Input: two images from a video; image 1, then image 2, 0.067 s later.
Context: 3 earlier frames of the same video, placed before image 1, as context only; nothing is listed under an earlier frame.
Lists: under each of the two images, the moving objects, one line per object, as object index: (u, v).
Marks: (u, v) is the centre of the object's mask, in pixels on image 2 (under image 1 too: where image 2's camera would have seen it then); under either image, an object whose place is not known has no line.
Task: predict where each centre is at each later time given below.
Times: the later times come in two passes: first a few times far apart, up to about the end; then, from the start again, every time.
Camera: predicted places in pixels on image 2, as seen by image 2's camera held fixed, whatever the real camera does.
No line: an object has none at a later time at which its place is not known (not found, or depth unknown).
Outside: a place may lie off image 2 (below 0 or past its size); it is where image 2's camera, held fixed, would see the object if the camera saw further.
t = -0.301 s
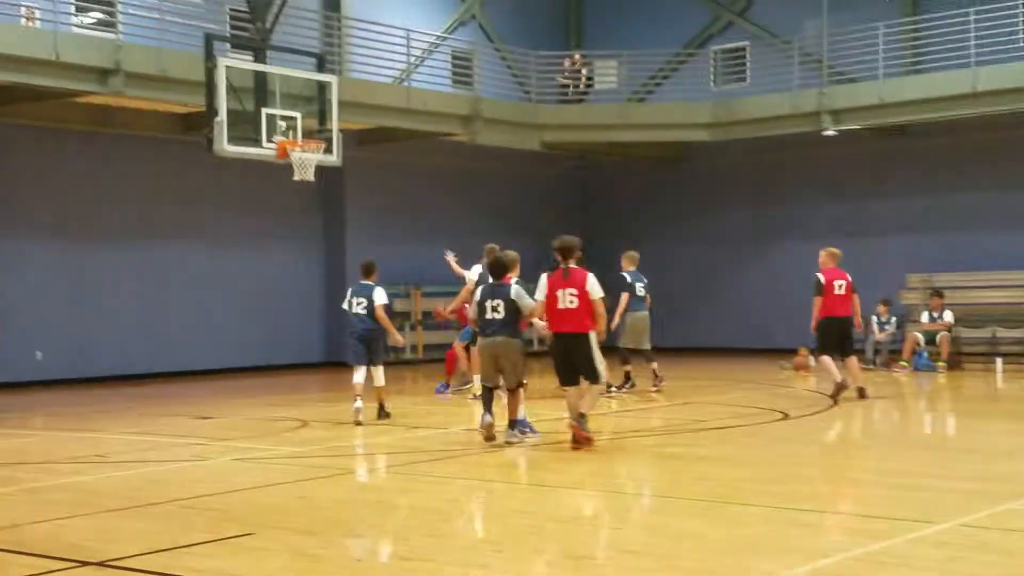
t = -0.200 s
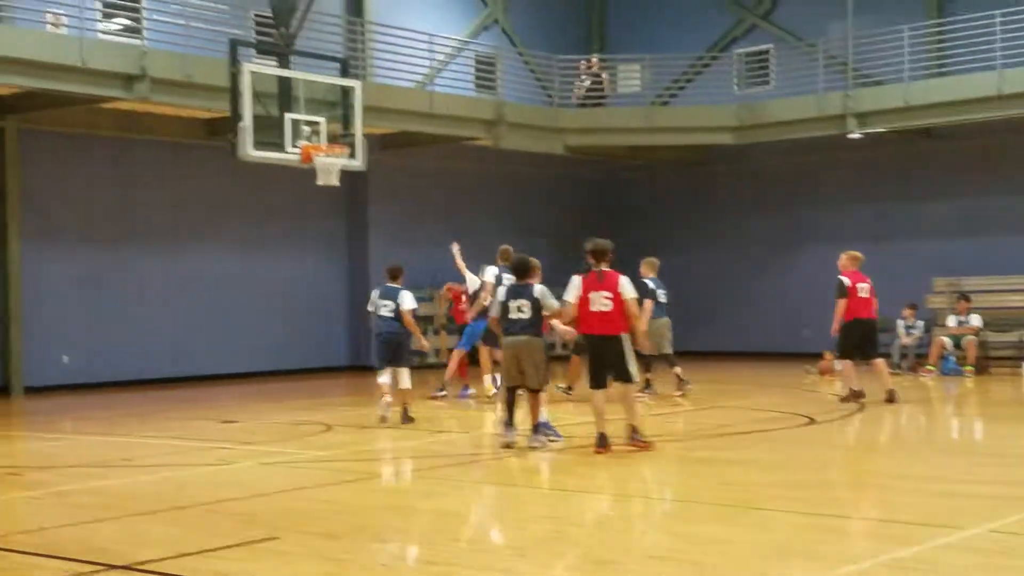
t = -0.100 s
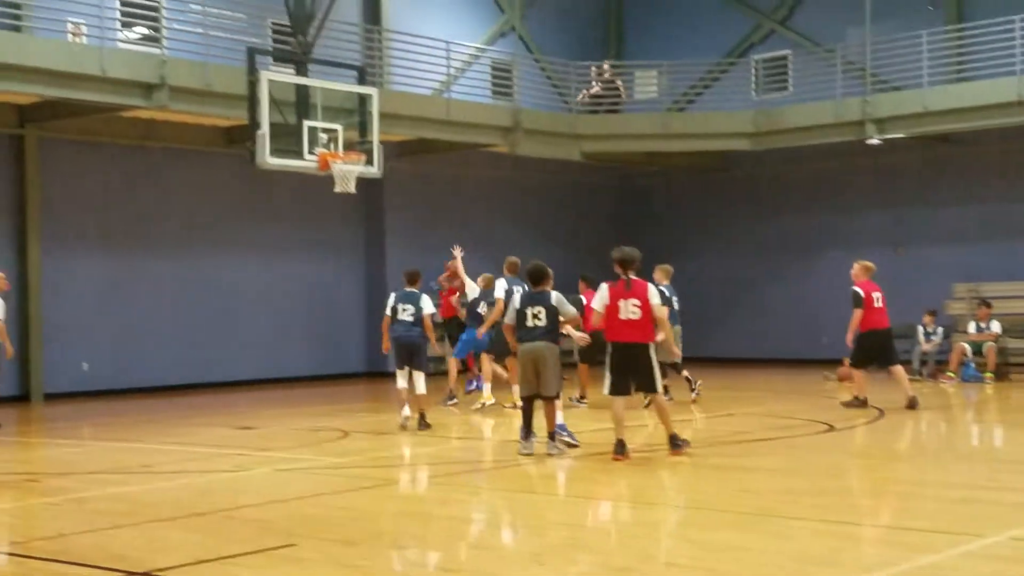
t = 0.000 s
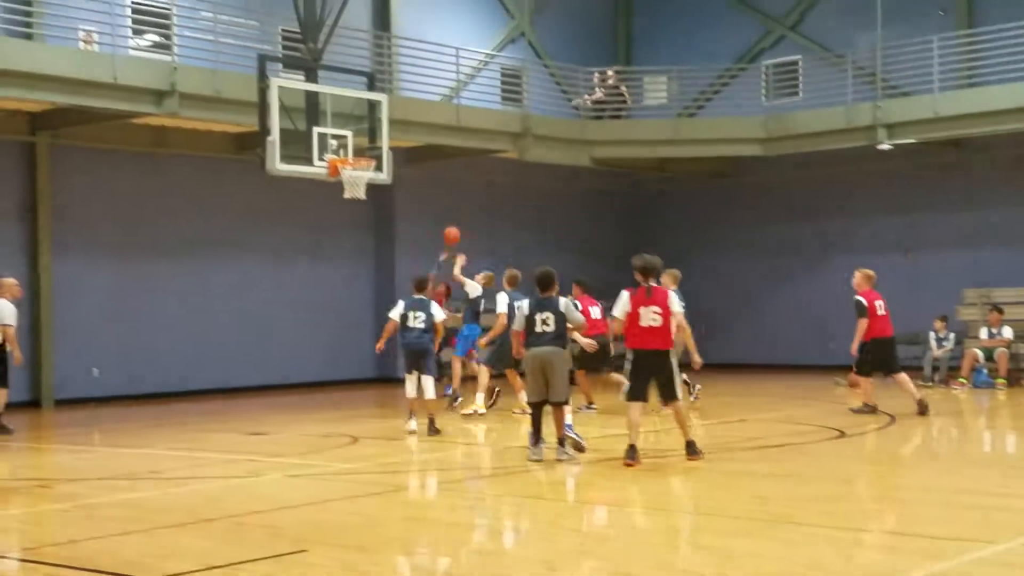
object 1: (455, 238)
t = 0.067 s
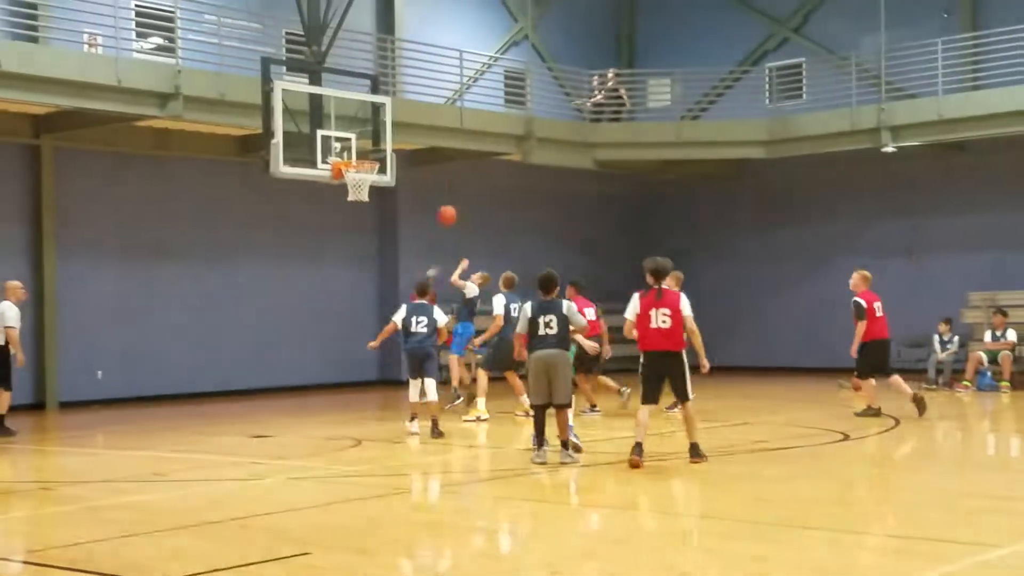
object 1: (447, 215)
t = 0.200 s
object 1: (433, 177)
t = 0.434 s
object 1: (409, 140)
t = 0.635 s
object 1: (386, 142)
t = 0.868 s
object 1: (372, 142)
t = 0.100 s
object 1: (444, 205)
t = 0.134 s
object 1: (440, 194)
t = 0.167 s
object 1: (437, 185)
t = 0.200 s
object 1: (433, 177)
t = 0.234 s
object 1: (429, 169)
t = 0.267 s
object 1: (426, 162)
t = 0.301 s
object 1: (422, 156)
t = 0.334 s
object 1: (420, 152)
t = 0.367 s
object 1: (415, 146)
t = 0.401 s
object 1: (413, 143)
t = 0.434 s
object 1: (409, 140)
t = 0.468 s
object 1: (405, 139)
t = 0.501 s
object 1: (402, 137)
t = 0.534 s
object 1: (398, 137)
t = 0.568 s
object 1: (394, 138)
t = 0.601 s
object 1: (391, 139)
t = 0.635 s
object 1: (386, 142)
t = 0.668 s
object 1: (384, 144)
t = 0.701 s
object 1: (380, 149)
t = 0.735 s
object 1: (376, 153)
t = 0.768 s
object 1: (374, 154)
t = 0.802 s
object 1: (373, 151)
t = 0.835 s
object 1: (372, 145)
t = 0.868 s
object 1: (372, 142)
